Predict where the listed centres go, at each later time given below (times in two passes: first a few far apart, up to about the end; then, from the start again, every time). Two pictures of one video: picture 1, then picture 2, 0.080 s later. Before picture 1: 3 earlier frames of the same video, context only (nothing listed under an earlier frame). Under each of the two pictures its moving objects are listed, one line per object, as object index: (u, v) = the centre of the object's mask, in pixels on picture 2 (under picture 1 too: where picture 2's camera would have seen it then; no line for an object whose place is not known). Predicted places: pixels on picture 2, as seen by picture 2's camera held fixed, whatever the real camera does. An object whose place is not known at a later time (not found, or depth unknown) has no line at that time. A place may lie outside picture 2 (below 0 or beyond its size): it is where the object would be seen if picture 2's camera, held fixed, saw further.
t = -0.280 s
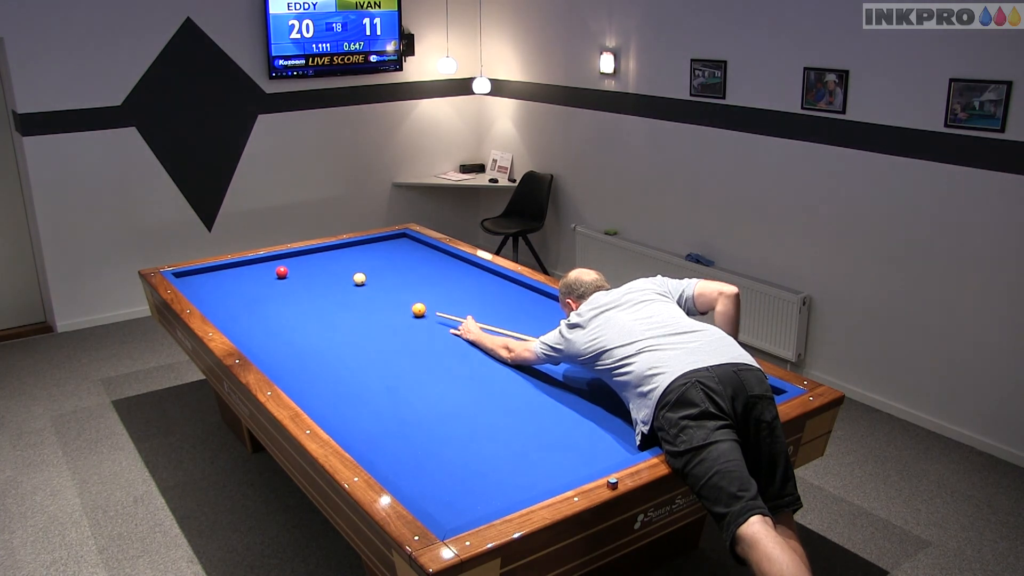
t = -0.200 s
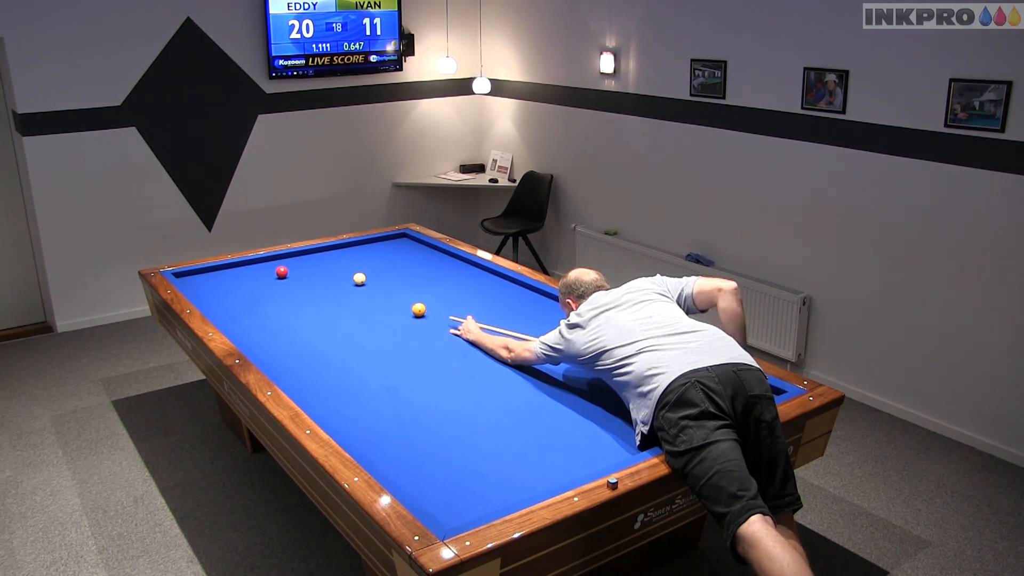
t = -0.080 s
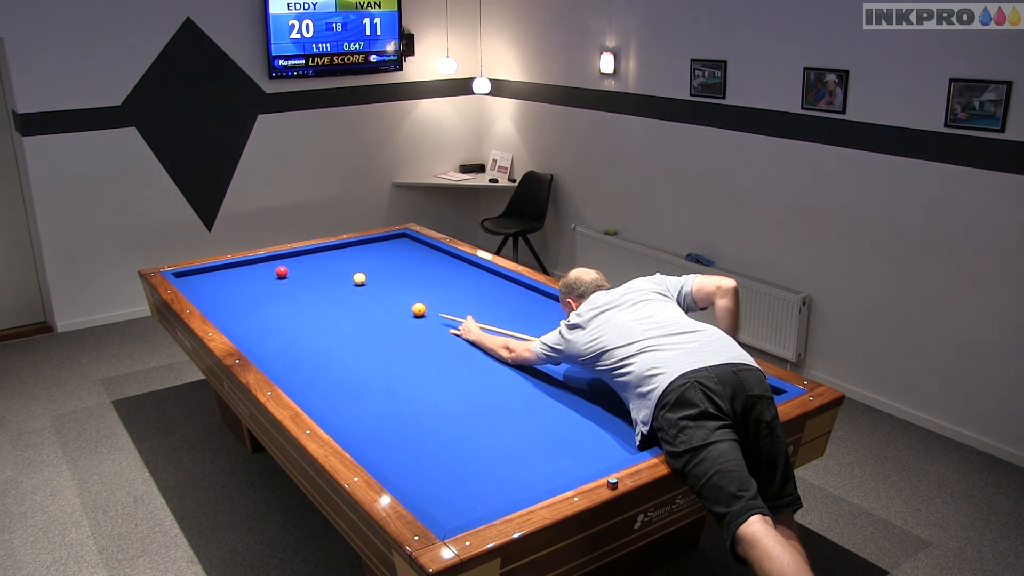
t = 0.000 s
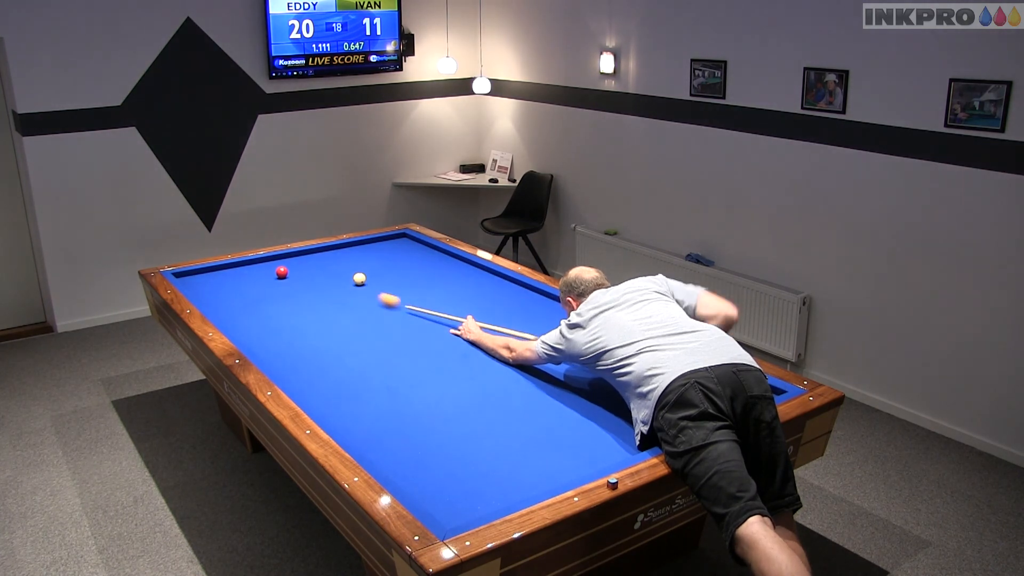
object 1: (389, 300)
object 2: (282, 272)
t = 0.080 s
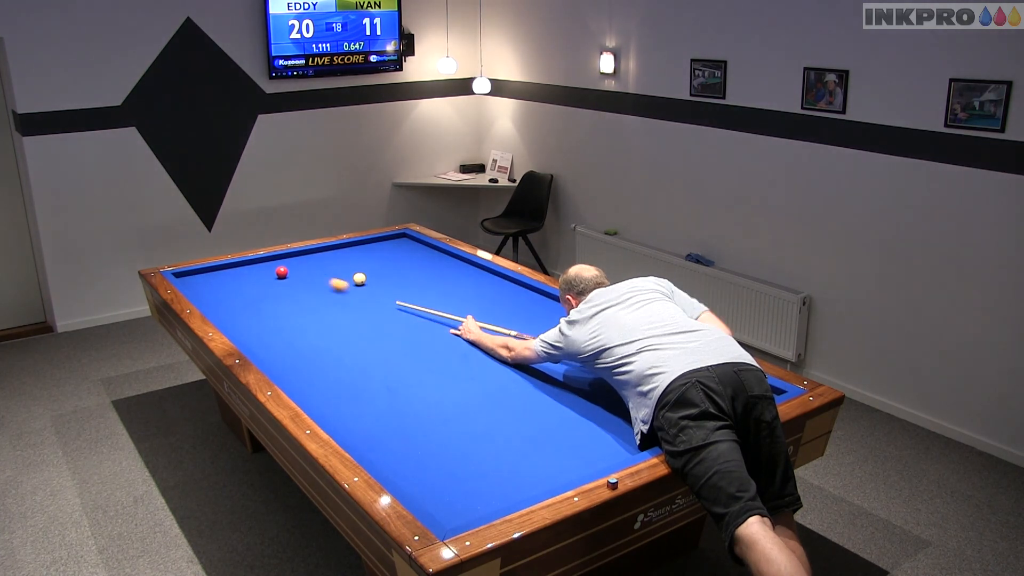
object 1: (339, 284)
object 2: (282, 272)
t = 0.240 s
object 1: (295, 259)
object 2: (242, 274)
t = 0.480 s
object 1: (357, 265)
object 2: (208, 270)
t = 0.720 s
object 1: (429, 279)
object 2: (264, 266)
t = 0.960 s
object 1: (499, 294)
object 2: (314, 263)
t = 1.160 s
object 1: (559, 304)
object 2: (355, 260)
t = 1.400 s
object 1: (608, 331)
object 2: (403, 258)
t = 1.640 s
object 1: (646, 357)
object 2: (449, 256)
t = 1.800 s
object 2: (441, 262)
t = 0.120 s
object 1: (316, 278)
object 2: (282, 272)
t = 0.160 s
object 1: (296, 271)
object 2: (281, 272)
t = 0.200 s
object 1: (294, 265)
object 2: (263, 273)
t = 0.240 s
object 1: (295, 259)
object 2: (242, 274)
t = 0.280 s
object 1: (295, 253)
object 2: (222, 275)
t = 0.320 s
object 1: (307, 255)
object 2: (203, 275)
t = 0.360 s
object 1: (319, 257)
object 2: (185, 276)
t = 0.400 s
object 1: (332, 260)
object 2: (186, 274)
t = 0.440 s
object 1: (345, 262)
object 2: (196, 271)
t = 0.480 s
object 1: (357, 265)
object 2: (208, 270)
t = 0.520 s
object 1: (370, 267)
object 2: (218, 269)
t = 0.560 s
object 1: (382, 270)
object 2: (228, 269)
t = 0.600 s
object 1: (394, 272)
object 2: (238, 268)
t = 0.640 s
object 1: (406, 275)
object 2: (247, 268)
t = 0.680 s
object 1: (418, 277)
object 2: (256, 267)
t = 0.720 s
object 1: (429, 279)
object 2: (264, 266)
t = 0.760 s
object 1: (440, 282)
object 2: (273, 266)
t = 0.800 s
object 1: (452, 284)
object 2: (281, 266)
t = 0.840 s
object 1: (463, 286)
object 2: (289, 265)
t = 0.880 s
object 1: (475, 289)
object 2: (298, 264)
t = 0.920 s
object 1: (487, 291)
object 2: (306, 264)
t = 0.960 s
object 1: (499, 294)
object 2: (314, 263)
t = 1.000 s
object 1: (511, 296)
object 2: (322, 262)
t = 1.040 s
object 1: (524, 298)
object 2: (331, 262)
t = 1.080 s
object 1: (537, 301)
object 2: (339, 261)
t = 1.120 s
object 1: (549, 303)
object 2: (347, 261)
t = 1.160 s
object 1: (559, 304)
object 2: (355, 260)
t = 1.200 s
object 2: (363, 260)
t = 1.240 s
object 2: (372, 259)
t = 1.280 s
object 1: (590, 321)
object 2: (380, 259)
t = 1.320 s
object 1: (596, 322)
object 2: (388, 258)
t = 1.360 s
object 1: (602, 326)
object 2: (396, 258)
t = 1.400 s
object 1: (608, 331)
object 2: (403, 258)
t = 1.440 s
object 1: (615, 335)
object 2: (410, 258)
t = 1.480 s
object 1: (622, 340)
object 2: (419, 258)
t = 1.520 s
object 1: (629, 345)
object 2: (426, 258)
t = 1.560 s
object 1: (635, 350)
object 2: (433, 258)
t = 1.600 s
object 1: (640, 354)
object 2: (442, 257)
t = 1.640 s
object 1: (646, 357)
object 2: (449, 256)
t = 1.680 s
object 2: (447, 256)
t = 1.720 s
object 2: (445, 258)
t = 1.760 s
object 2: (443, 260)
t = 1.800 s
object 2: (441, 262)
